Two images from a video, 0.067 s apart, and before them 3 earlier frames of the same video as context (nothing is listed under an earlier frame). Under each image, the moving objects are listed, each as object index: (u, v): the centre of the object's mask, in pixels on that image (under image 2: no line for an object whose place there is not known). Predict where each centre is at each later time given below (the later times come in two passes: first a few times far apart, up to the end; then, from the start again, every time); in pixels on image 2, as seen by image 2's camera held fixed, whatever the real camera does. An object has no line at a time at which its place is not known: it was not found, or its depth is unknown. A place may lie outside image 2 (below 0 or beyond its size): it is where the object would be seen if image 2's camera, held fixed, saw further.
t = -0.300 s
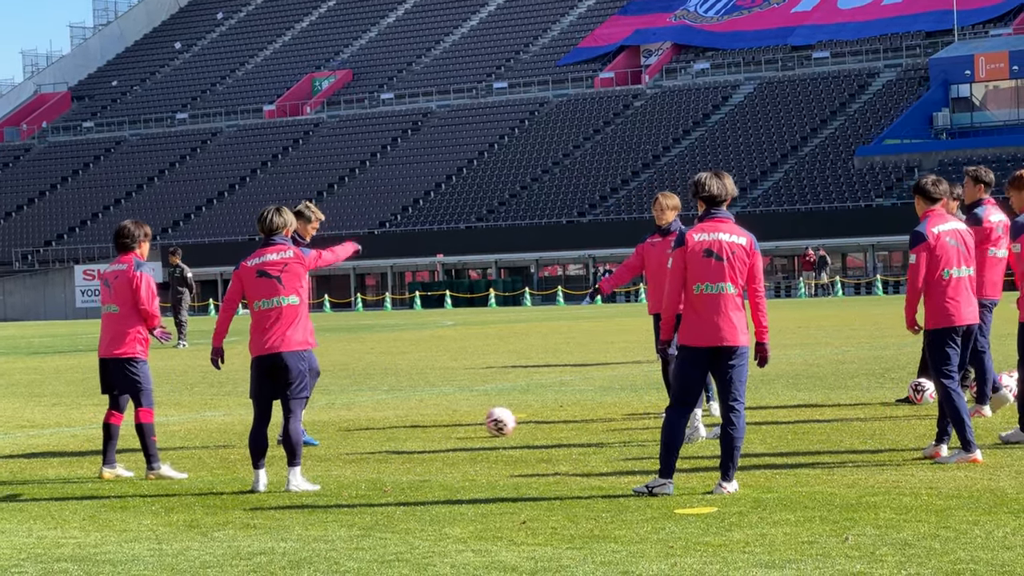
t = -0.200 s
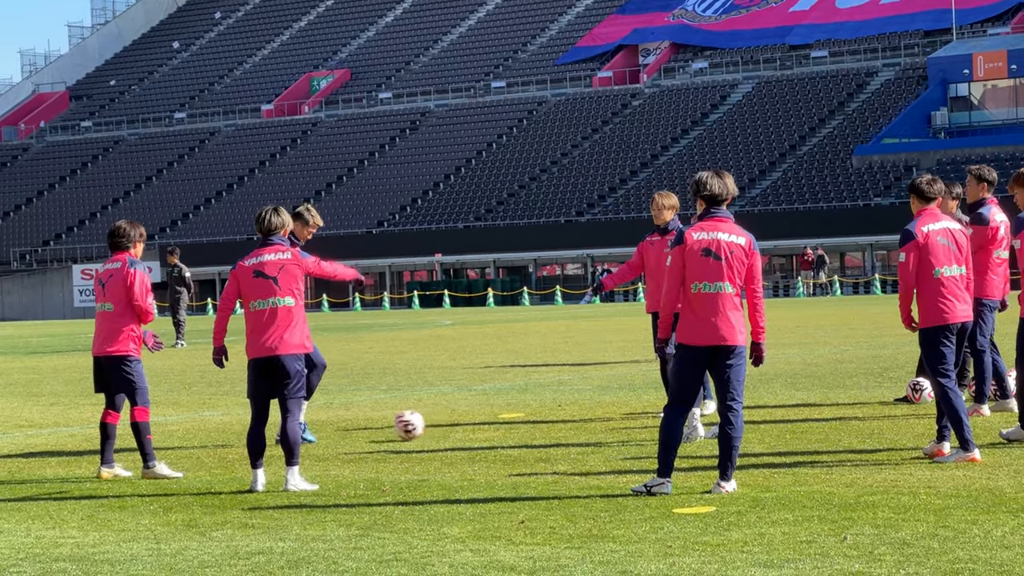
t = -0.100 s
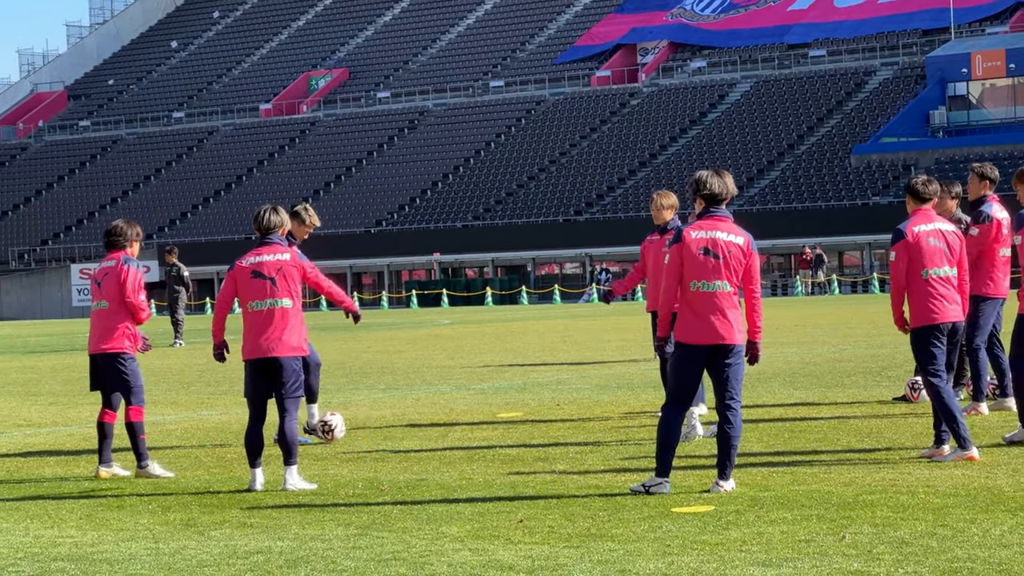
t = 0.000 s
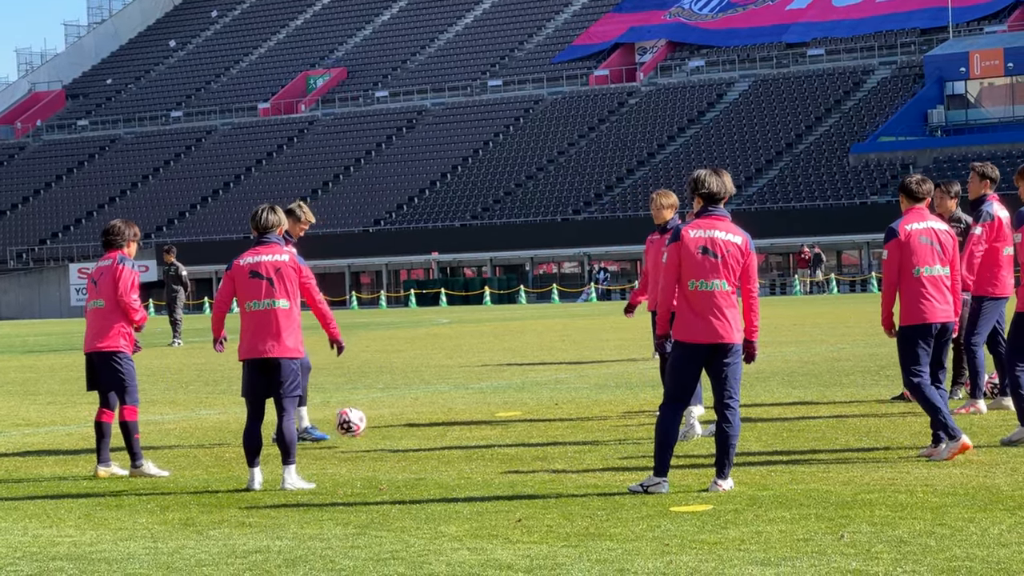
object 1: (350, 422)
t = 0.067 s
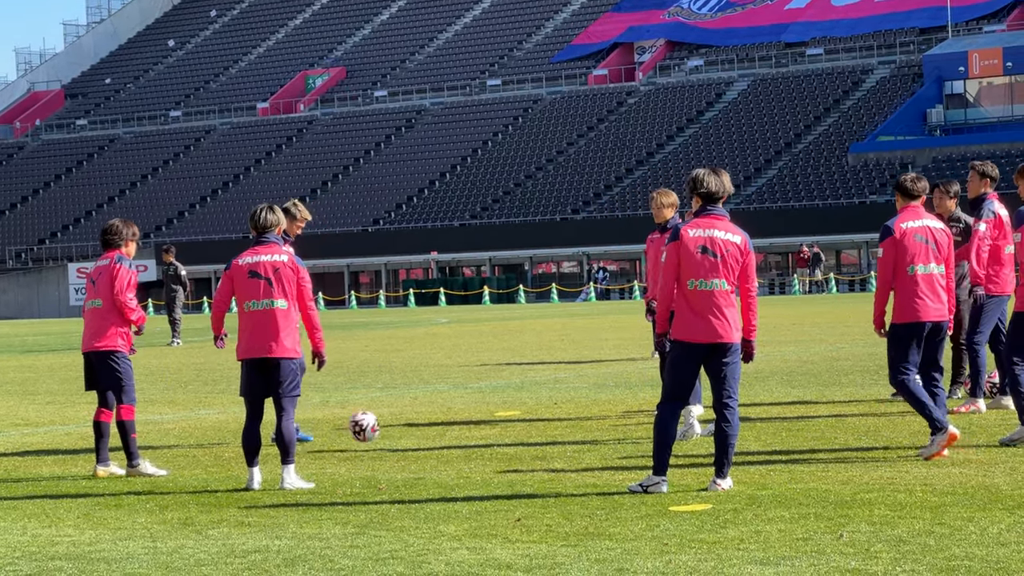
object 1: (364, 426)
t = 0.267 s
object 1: (400, 436)
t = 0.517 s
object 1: (435, 452)
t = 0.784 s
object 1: (455, 463)
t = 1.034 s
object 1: (459, 474)
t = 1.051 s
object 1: (460, 474)
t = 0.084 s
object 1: (367, 429)
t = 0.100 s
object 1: (371, 431)
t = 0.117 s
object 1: (375, 434)
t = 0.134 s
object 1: (379, 437)
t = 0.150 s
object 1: (382, 438)
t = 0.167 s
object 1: (385, 437)
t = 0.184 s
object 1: (387, 436)
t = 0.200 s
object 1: (390, 436)
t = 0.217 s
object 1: (393, 435)
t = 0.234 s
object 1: (395, 435)
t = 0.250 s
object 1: (398, 435)
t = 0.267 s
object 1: (400, 436)
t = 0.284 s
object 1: (403, 437)
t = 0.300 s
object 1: (406, 438)
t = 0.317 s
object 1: (409, 440)
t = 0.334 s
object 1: (412, 443)
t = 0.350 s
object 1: (414, 445)
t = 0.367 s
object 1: (417, 448)
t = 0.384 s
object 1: (419, 447)
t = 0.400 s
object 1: (421, 447)
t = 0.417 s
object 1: (423, 447)
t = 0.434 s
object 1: (425, 446)
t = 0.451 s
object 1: (427, 447)
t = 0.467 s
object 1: (429, 447)
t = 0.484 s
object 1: (431, 448)
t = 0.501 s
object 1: (433, 450)
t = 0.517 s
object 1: (435, 452)
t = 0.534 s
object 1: (438, 454)
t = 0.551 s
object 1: (440, 455)
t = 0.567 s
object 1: (440, 455)
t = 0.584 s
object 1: (442, 455)
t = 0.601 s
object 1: (443, 455)
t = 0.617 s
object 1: (444, 456)
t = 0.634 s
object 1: (445, 457)
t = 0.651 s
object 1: (447, 458)
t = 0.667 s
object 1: (448, 459)
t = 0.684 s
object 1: (450, 460)
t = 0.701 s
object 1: (451, 460)
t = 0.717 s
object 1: (452, 460)
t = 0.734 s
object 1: (452, 461)
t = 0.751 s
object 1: (454, 462)
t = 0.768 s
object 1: (454, 463)
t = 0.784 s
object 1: (455, 463)
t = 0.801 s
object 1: (455, 463)
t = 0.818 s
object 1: (456, 464)
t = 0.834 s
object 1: (456, 464)
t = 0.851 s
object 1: (456, 465)
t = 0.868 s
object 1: (457, 466)
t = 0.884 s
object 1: (457, 468)
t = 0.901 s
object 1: (457, 469)
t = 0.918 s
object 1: (458, 469)
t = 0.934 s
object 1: (458, 470)
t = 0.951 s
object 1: (458, 470)
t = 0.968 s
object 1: (458, 471)
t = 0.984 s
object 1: (459, 471)
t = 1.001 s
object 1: (459, 473)
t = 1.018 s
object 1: (460, 473)
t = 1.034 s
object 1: (459, 474)
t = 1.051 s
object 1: (460, 474)
